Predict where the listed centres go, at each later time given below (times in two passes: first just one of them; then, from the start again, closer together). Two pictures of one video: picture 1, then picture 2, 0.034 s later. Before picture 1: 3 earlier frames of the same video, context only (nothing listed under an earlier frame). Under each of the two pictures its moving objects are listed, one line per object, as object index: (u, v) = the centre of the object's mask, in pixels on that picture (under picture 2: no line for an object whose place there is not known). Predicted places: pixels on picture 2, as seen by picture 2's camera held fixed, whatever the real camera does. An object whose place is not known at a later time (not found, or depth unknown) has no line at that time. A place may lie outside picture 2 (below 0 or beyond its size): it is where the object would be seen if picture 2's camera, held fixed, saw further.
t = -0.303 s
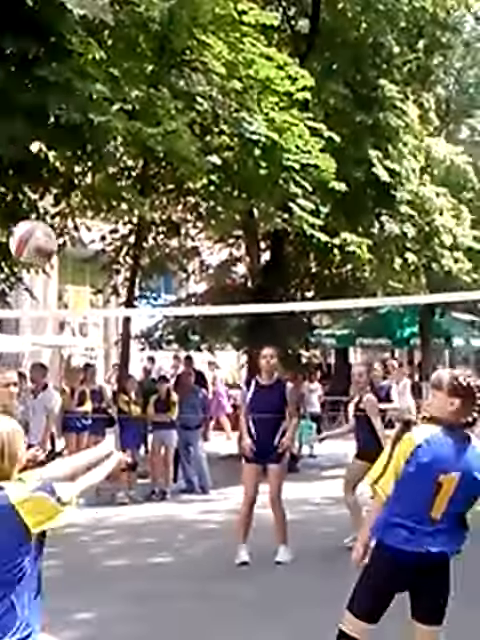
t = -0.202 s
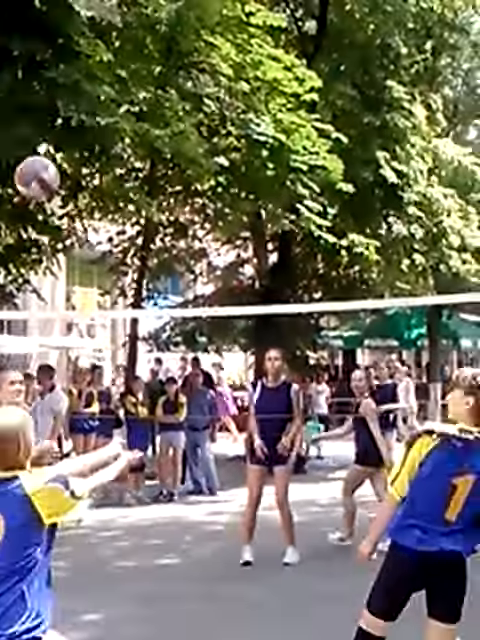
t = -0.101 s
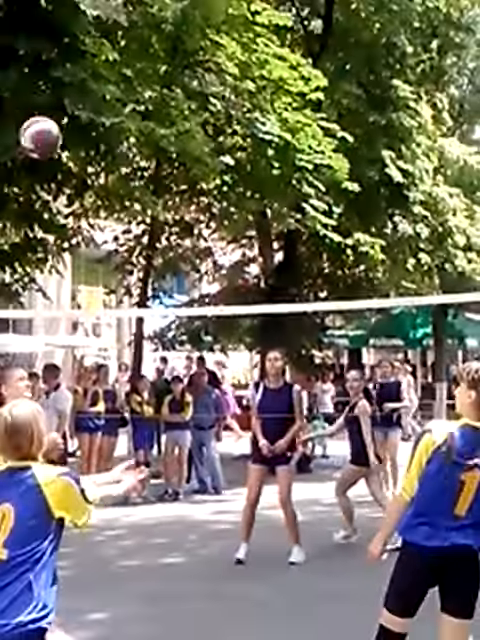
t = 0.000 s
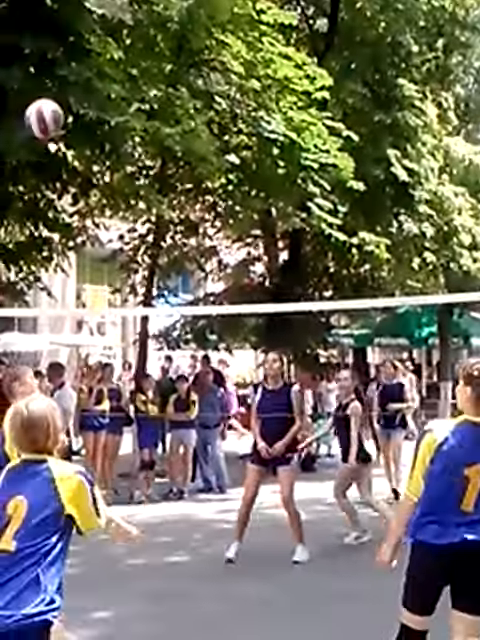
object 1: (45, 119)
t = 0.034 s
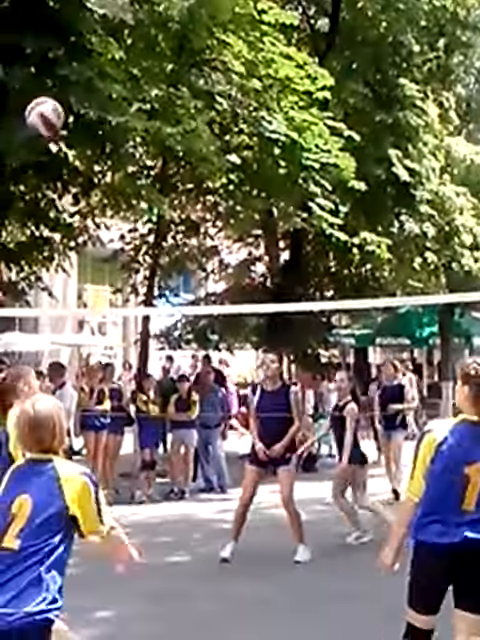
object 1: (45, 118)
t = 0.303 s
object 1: (39, 166)
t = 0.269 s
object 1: (39, 157)
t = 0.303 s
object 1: (39, 166)
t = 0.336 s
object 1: (35, 177)
